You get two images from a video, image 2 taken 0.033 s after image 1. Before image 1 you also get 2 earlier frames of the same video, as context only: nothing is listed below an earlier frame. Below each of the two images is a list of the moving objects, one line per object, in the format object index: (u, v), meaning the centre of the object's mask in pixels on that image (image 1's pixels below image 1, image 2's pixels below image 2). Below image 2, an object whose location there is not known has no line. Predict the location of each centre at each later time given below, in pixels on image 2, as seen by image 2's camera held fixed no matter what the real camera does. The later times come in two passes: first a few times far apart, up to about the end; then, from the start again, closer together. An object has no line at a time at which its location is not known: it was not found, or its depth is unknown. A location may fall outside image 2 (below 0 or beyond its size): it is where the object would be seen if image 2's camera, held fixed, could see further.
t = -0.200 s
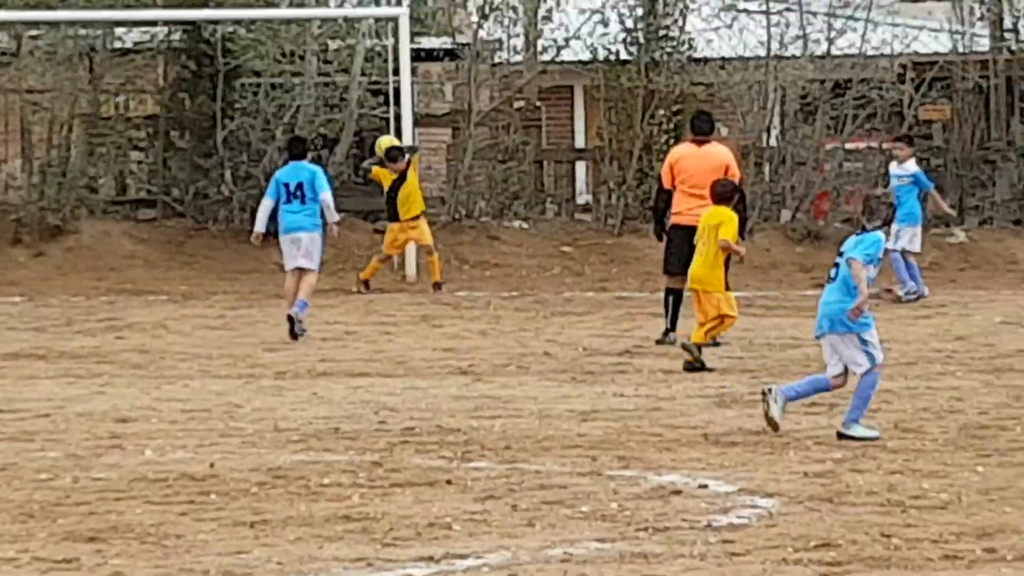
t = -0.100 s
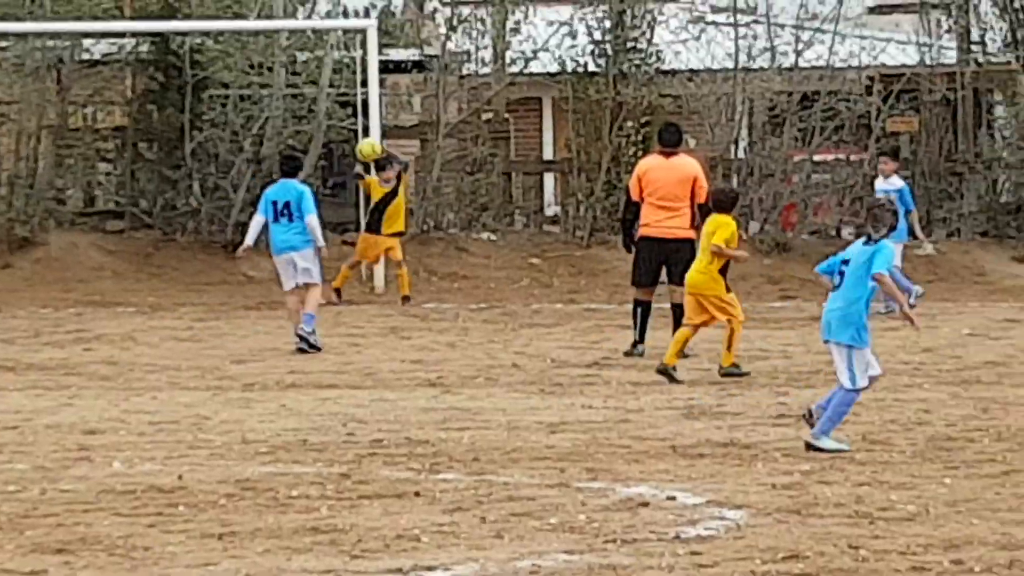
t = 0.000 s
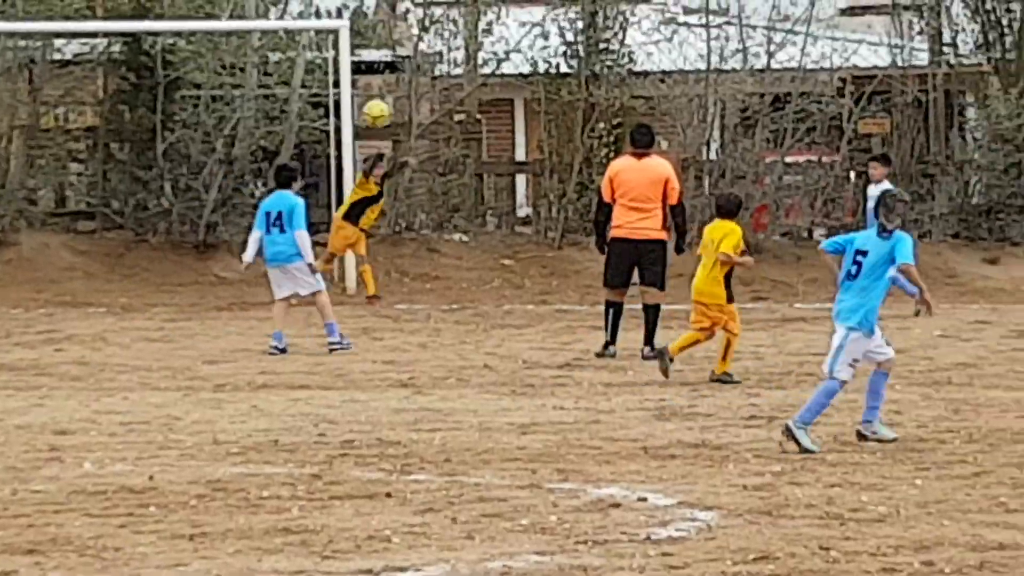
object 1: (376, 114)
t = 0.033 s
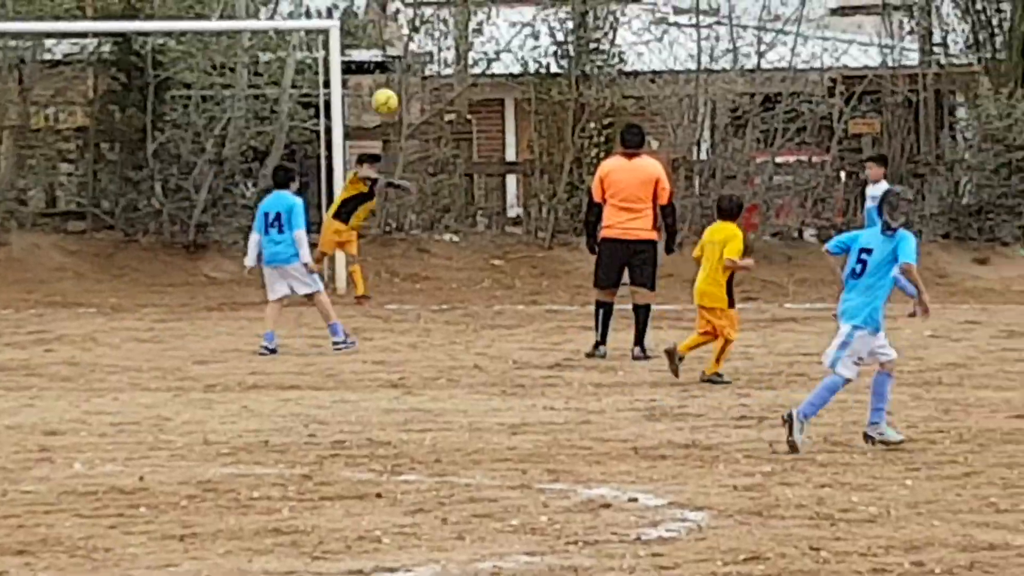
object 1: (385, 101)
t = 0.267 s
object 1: (523, 55)
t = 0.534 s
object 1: (694, 70)
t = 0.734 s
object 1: (835, 134)
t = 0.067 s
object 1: (404, 91)
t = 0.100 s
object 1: (424, 82)
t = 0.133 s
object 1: (443, 75)
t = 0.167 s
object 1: (464, 67)
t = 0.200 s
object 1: (482, 62)
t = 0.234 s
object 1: (502, 58)
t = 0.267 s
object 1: (523, 55)
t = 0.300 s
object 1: (544, 52)
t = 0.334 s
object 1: (564, 51)
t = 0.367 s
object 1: (584, 52)
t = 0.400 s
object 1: (607, 52)
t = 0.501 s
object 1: (671, 63)
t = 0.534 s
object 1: (694, 70)
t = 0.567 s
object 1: (716, 77)
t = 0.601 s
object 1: (739, 86)
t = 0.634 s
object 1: (763, 96)
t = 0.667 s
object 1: (787, 108)
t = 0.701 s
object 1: (811, 121)
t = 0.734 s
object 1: (835, 134)
